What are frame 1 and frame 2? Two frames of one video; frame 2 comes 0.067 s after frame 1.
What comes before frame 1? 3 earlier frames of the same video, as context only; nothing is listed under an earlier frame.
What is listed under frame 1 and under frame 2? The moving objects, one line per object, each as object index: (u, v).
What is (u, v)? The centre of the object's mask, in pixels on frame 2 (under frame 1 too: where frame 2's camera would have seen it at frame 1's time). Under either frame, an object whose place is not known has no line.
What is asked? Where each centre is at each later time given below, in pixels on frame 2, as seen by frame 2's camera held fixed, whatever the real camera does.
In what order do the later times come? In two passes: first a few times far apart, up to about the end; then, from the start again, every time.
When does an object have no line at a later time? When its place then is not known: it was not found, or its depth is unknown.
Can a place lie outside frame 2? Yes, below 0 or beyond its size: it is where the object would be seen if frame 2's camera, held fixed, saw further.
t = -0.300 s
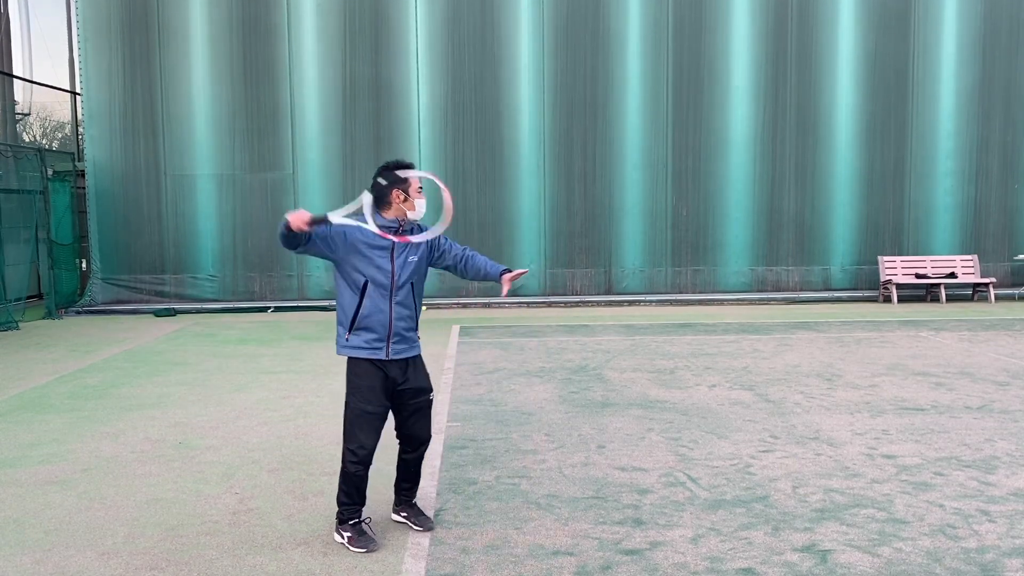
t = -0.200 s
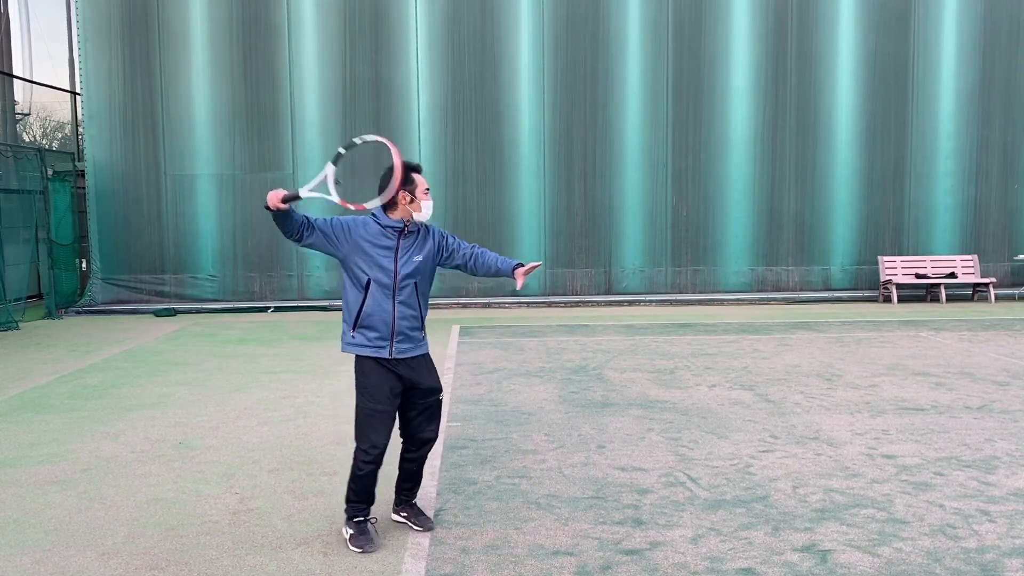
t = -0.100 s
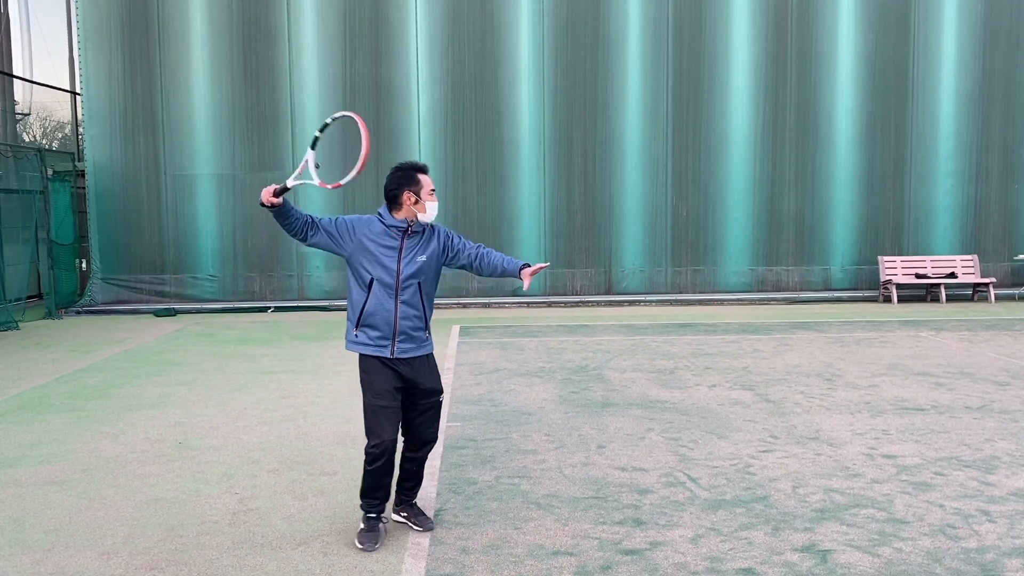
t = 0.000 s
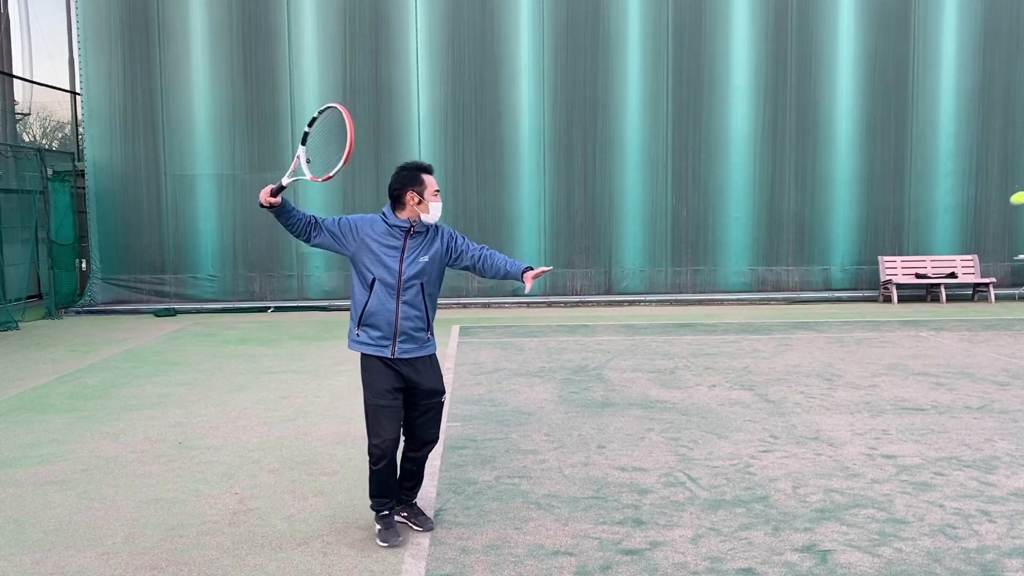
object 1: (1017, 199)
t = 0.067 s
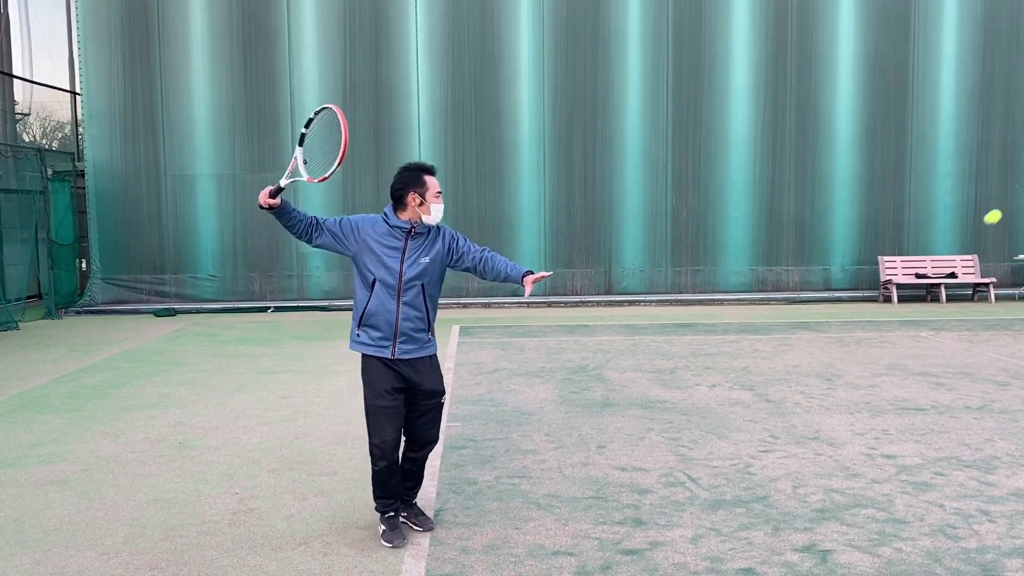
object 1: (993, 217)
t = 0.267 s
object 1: (906, 329)
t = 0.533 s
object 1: (804, 450)
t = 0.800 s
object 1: (746, 360)
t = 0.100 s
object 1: (979, 230)
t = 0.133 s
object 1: (965, 245)
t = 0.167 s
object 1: (951, 262)
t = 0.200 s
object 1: (936, 283)
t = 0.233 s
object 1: (922, 304)
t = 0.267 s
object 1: (906, 329)
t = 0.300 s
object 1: (891, 357)
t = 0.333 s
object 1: (876, 387)
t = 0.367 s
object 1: (861, 419)
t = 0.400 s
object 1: (844, 456)
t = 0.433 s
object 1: (827, 494)
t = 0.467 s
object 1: (817, 494)
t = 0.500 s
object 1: (810, 471)
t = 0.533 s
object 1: (804, 450)
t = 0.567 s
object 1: (797, 432)
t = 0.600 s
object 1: (790, 415)
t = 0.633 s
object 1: (783, 400)
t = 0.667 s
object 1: (775, 387)
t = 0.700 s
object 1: (768, 377)
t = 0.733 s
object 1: (761, 369)
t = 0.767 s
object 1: (753, 363)
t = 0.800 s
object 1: (746, 360)
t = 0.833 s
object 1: (738, 359)
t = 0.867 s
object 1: (731, 361)
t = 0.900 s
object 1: (723, 365)
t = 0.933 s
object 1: (715, 372)
